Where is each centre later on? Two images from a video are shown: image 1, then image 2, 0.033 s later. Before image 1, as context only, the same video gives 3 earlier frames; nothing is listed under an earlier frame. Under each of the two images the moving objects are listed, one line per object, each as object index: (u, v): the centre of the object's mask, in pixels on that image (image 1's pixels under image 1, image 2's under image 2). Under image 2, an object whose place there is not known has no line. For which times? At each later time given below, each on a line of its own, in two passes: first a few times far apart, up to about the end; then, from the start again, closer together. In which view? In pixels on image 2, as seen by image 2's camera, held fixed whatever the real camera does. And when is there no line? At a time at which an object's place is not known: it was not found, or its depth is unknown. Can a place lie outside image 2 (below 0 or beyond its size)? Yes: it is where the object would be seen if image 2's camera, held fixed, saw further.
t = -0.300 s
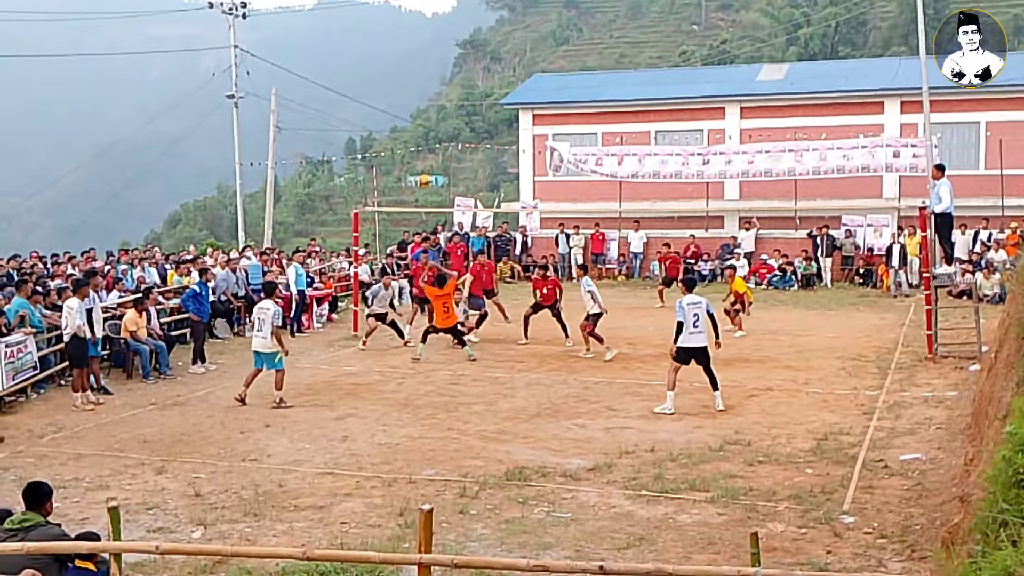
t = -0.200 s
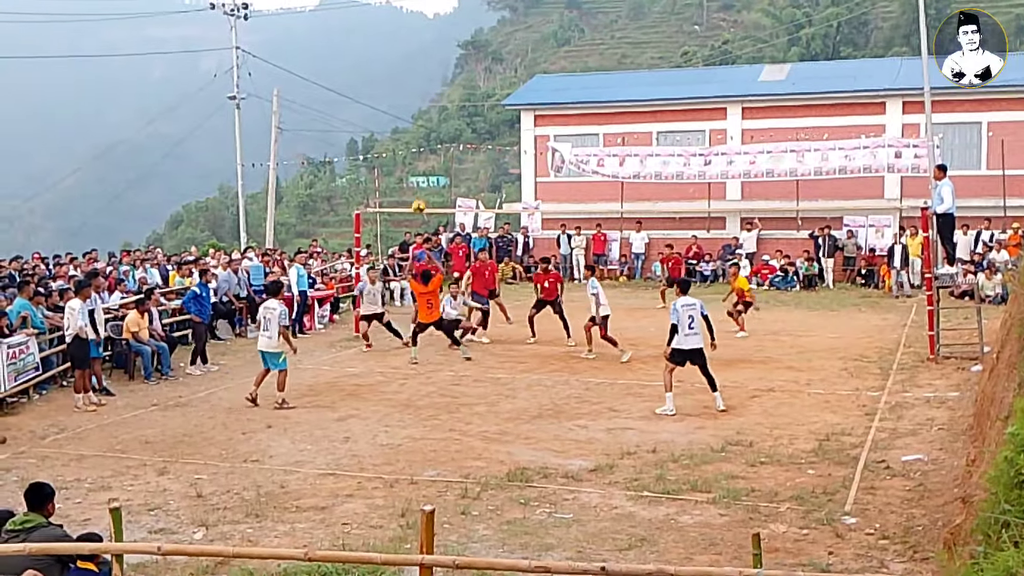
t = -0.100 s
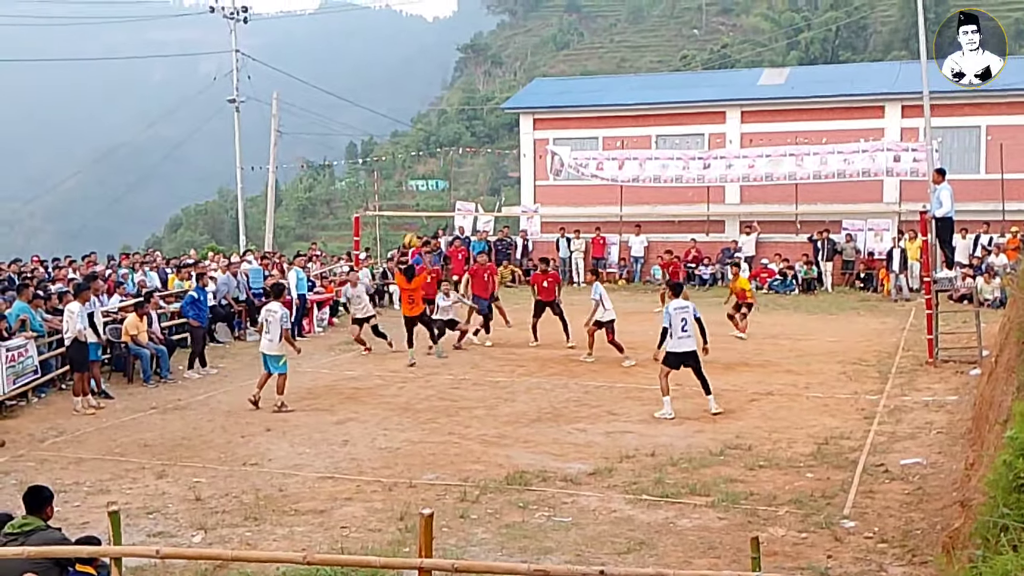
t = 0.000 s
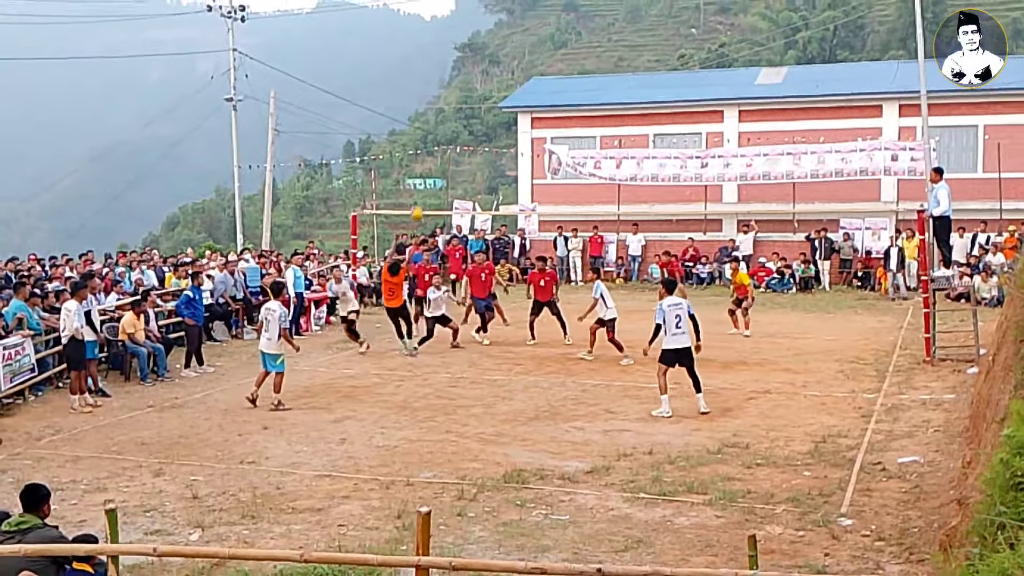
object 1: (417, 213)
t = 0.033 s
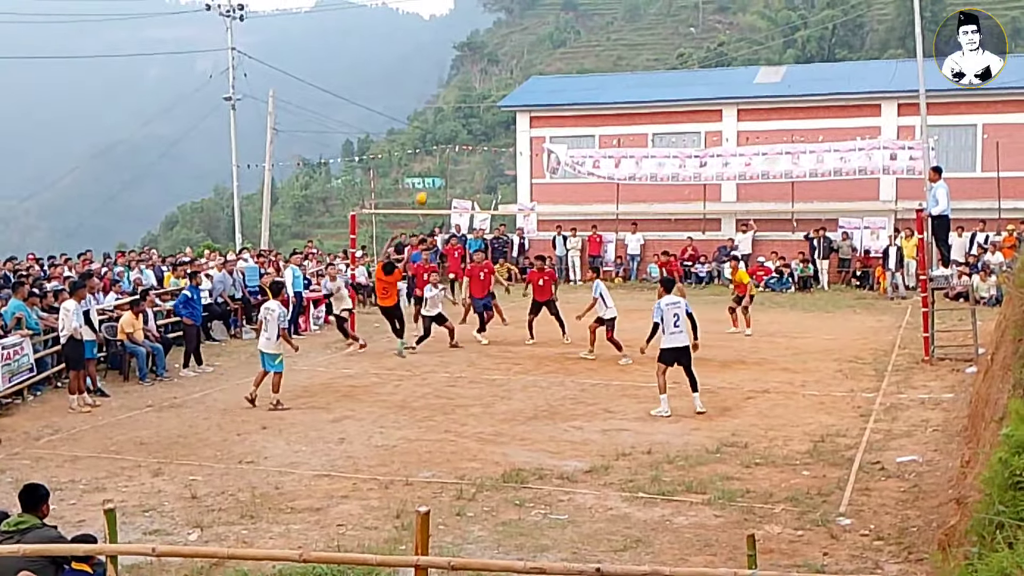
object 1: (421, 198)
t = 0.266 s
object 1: (458, 120)
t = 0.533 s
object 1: (500, 75)
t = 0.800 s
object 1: (541, 75)
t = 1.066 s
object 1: (581, 121)
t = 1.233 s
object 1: (604, 170)
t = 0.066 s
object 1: (426, 185)
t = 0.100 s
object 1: (432, 171)
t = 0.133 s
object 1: (438, 159)
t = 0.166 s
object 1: (442, 146)
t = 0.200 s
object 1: (448, 139)
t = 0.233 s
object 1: (453, 129)
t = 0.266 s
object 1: (458, 120)
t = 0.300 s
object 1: (464, 112)
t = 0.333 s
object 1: (469, 104)
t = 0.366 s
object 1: (474, 98)
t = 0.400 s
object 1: (480, 92)
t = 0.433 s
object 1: (485, 87)
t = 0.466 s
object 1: (490, 82)
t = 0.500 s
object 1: (495, 78)
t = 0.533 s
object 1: (500, 75)
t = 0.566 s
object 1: (505, 72)
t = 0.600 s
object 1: (511, 70)
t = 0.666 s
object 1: (522, 69)
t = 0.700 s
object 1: (527, 70)
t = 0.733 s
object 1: (531, 71)
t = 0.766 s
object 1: (536, 73)
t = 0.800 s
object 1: (541, 75)
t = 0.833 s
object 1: (546, 79)
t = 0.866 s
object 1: (552, 82)
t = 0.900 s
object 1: (557, 87)
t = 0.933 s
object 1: (561, 93)
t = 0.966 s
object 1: (566, 99)
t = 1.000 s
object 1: (571, 105)
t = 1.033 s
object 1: (576, 113)
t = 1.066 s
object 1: (581, 121)
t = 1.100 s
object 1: (586, 129)
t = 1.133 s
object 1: (590, 140)
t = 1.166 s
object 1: (594, 150)
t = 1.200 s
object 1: (599, 159)
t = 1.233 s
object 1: (604, 170)
